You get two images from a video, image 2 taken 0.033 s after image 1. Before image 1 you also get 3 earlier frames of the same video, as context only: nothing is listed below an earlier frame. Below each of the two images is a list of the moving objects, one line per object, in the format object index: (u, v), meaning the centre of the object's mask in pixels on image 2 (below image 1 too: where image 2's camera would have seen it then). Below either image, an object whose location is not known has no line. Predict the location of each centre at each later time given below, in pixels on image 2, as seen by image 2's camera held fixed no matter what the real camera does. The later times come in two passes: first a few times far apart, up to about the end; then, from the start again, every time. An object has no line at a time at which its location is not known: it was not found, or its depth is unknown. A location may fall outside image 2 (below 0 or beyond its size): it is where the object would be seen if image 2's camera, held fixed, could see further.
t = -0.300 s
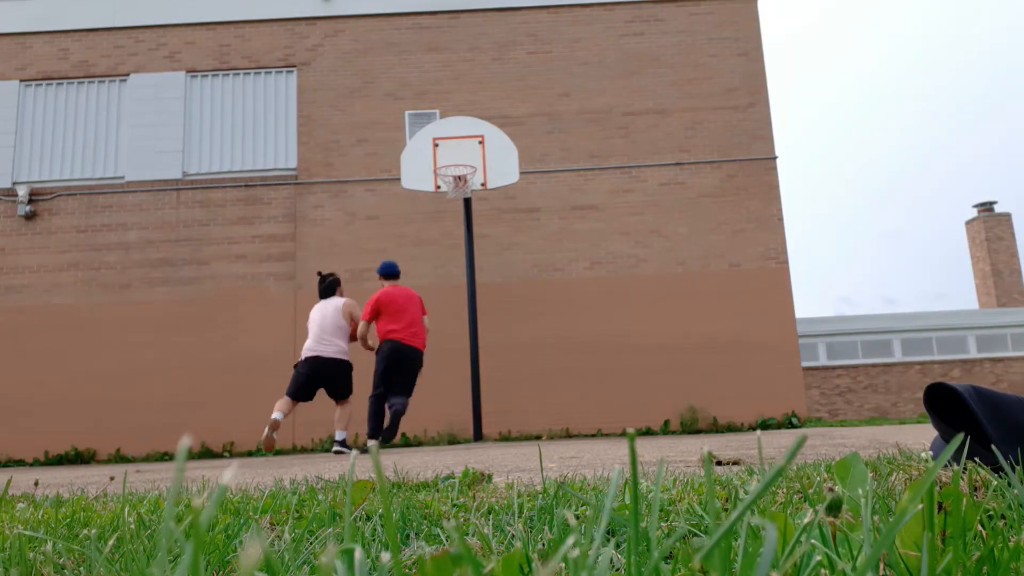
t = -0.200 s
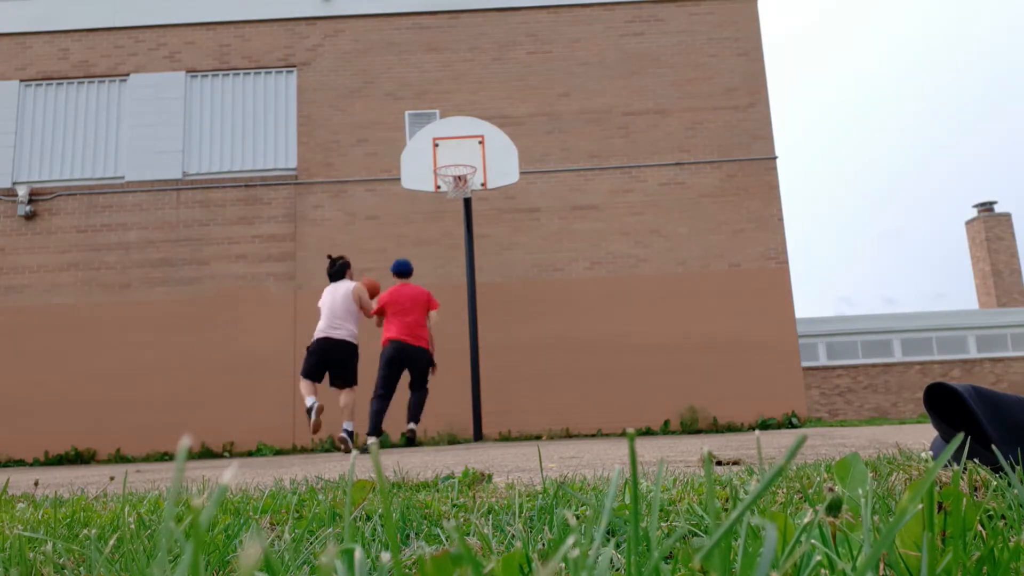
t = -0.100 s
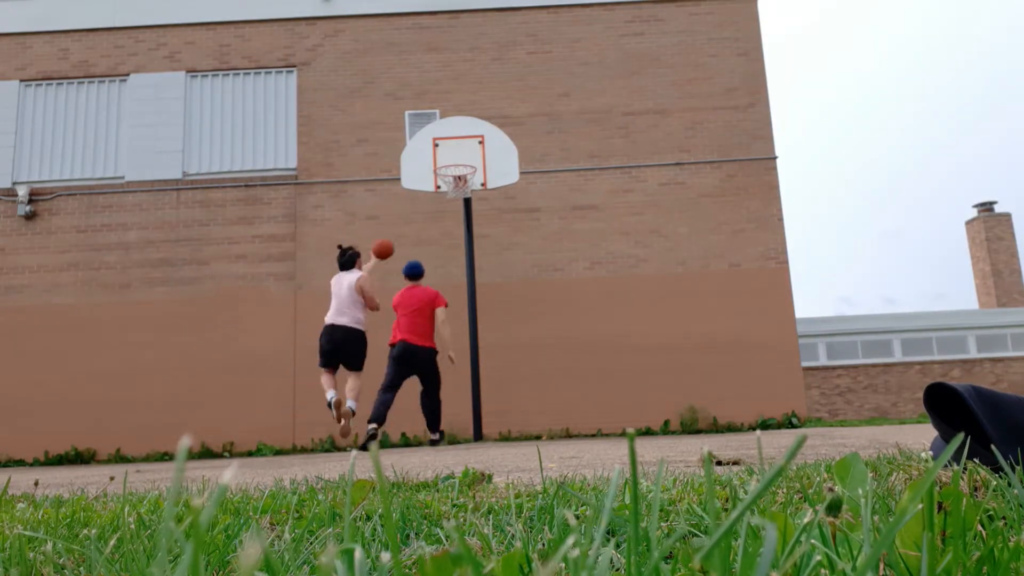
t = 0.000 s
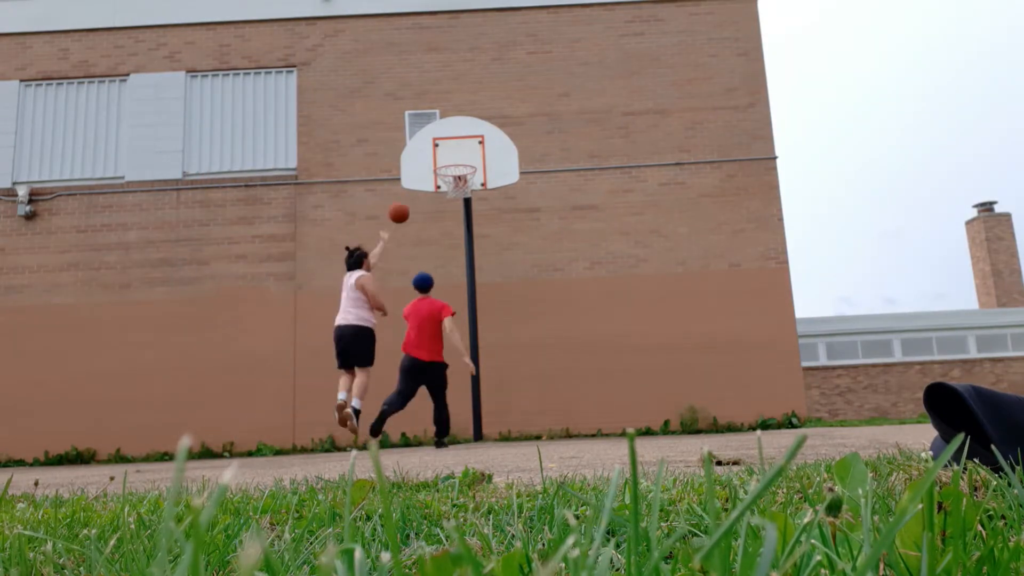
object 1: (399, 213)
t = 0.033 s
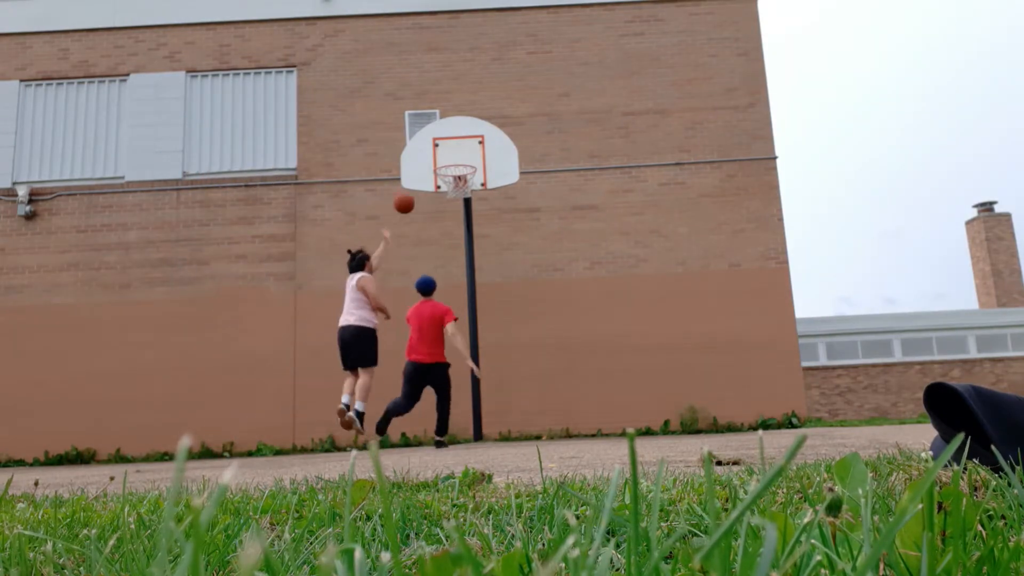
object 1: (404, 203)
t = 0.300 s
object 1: (440, 157)
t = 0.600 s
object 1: (472, 157)
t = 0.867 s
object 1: (475, 155)
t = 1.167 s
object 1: (491, 185)
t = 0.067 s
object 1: (408, 194)
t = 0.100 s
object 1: (412, 186)
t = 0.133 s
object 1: (418, 179)
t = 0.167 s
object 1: (423, 173)
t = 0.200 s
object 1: (427, 168)
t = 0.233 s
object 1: (431, 164)
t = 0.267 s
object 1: (436, 160)
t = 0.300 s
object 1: (440, 157)
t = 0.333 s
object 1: (444, 155)
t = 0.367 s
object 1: (448, 153)
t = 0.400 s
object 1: (452, 151)
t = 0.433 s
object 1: (456, 151)
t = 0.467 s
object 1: (459, 151)
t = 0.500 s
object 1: (463, 153)
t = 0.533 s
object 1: (467, 155)
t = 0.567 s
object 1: (472, 158)
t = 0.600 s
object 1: (472, 157)
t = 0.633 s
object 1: (472, 155)
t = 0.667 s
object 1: (472, 155)
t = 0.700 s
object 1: (473, 155)
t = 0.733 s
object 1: (473, 156)
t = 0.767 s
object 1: (474, 155)
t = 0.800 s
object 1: (474, 155)
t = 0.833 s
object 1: (474, 155)
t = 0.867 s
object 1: (475, 155)
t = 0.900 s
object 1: (477, 155)
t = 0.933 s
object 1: (478, 156)
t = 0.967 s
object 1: (480, 157)
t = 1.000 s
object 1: (482, 159)
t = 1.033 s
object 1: (484, 162)
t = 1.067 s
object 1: (485, 167)
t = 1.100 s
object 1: (487, 172)
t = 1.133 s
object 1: (489, 178)
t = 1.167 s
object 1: (491, 185)
